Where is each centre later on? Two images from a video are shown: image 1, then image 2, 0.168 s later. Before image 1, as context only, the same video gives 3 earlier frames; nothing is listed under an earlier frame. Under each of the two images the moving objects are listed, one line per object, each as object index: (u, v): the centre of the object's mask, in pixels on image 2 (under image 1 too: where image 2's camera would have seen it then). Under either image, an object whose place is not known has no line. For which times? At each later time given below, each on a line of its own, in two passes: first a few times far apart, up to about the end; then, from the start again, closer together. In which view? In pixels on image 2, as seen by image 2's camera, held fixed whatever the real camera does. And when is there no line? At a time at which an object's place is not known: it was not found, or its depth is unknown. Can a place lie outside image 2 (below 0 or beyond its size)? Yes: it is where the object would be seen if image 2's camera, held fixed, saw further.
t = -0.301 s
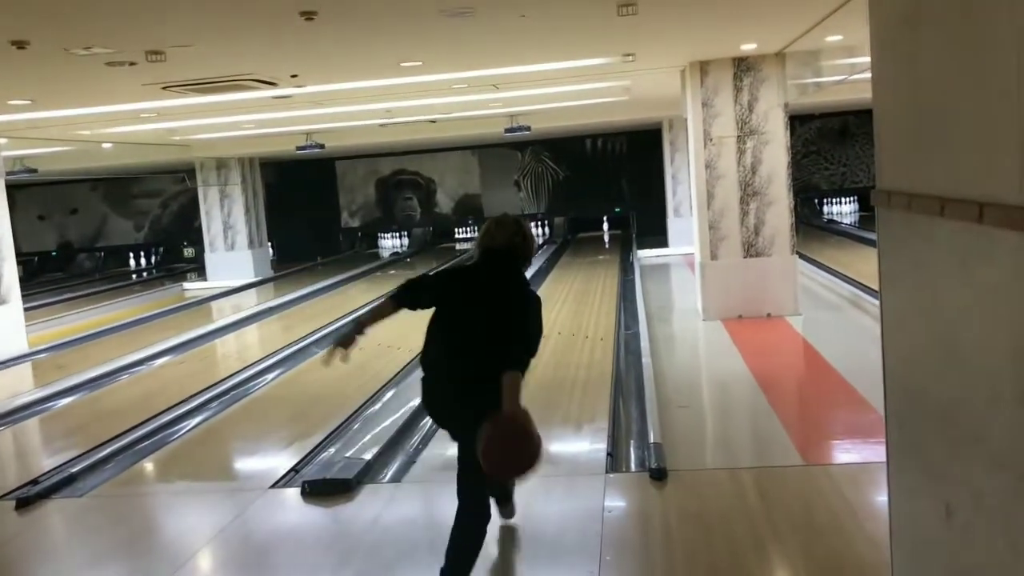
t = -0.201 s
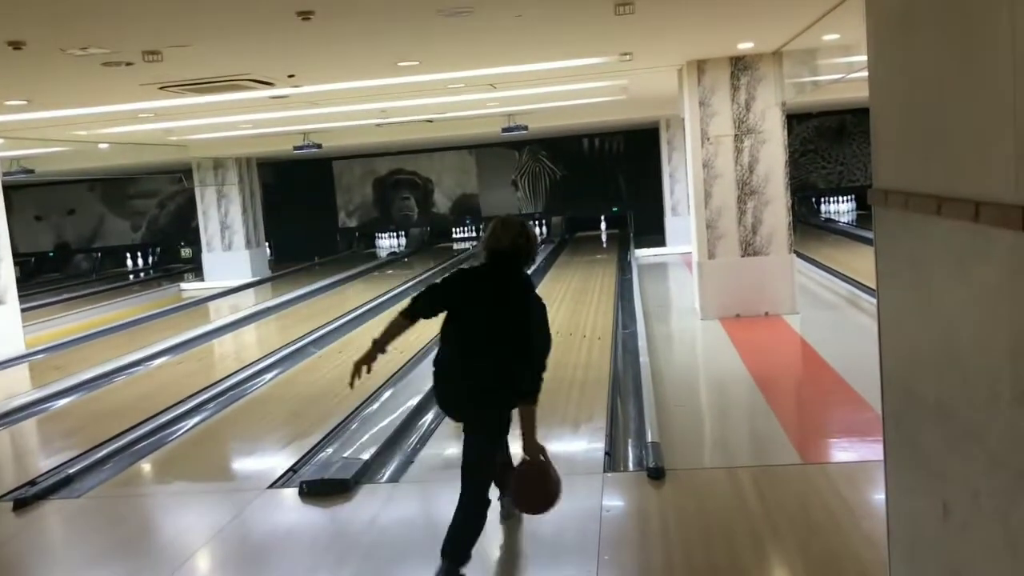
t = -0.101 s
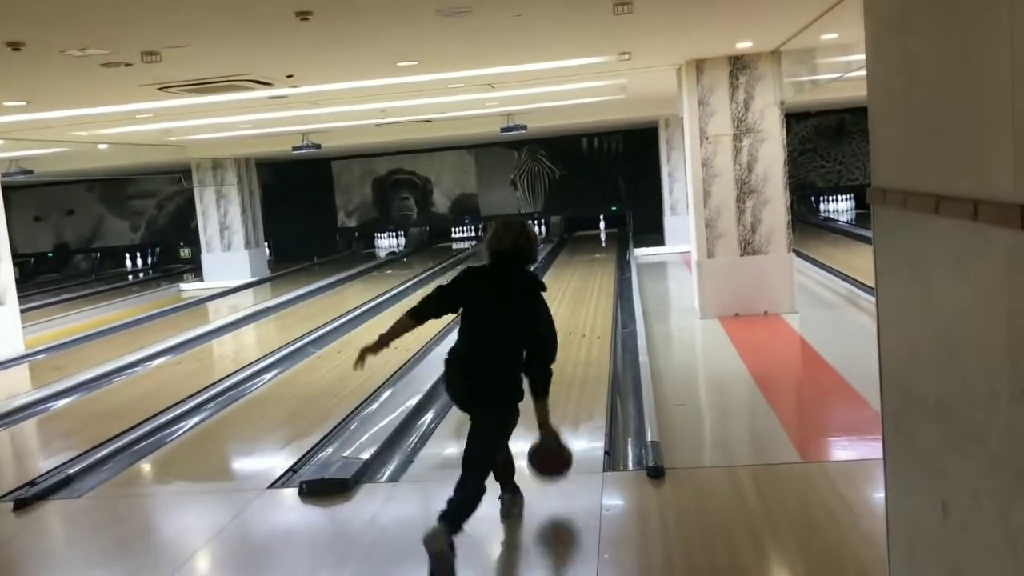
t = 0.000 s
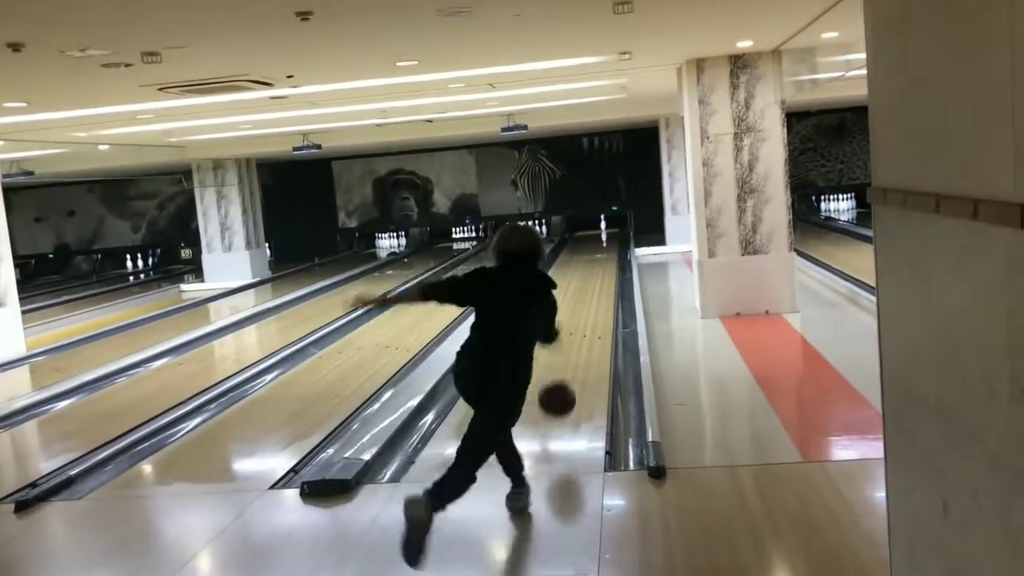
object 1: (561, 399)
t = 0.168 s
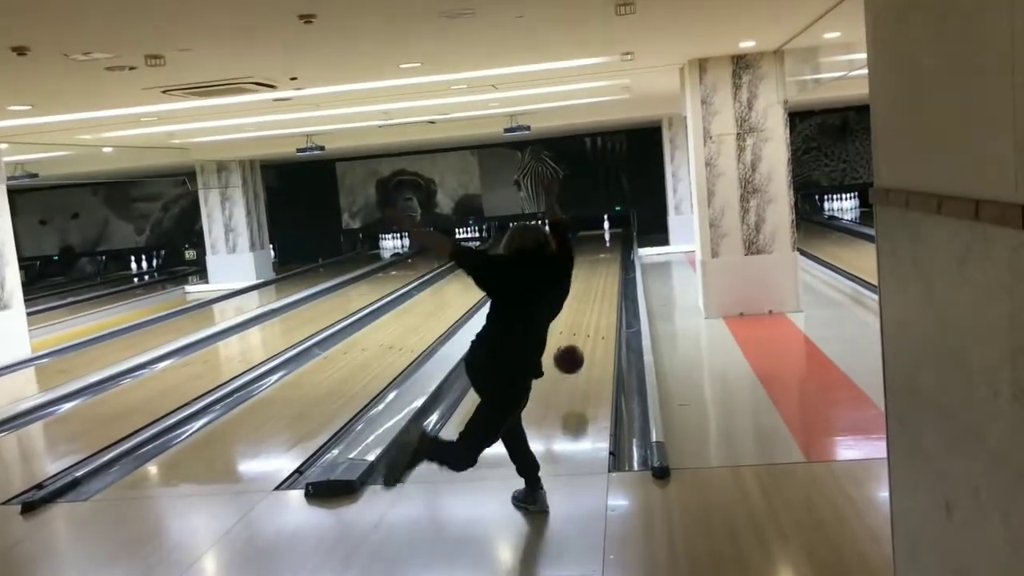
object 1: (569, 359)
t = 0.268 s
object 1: (573, 355)
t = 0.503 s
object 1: (576, 322)
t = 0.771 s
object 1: (585, 290)
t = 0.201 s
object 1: (570, 357)
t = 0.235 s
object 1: (572, 357)
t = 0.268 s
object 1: (573, 355)
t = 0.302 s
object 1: (574, 347)
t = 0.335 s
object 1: (575, 341)
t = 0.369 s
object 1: (576, 337)
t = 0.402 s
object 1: (576, 332)
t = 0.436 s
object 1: (577, 327)
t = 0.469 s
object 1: (577, 322)
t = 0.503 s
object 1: (576, 322)
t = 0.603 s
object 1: (587, 303)
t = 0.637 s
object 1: (584, 301)
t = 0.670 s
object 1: (585, 298)
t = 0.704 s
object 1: (584, 295)
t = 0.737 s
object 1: (584, 292)
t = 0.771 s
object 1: (585, 290)
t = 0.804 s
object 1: (586, 287)
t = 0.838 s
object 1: (583, 284)
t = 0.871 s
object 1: (584, 283)
